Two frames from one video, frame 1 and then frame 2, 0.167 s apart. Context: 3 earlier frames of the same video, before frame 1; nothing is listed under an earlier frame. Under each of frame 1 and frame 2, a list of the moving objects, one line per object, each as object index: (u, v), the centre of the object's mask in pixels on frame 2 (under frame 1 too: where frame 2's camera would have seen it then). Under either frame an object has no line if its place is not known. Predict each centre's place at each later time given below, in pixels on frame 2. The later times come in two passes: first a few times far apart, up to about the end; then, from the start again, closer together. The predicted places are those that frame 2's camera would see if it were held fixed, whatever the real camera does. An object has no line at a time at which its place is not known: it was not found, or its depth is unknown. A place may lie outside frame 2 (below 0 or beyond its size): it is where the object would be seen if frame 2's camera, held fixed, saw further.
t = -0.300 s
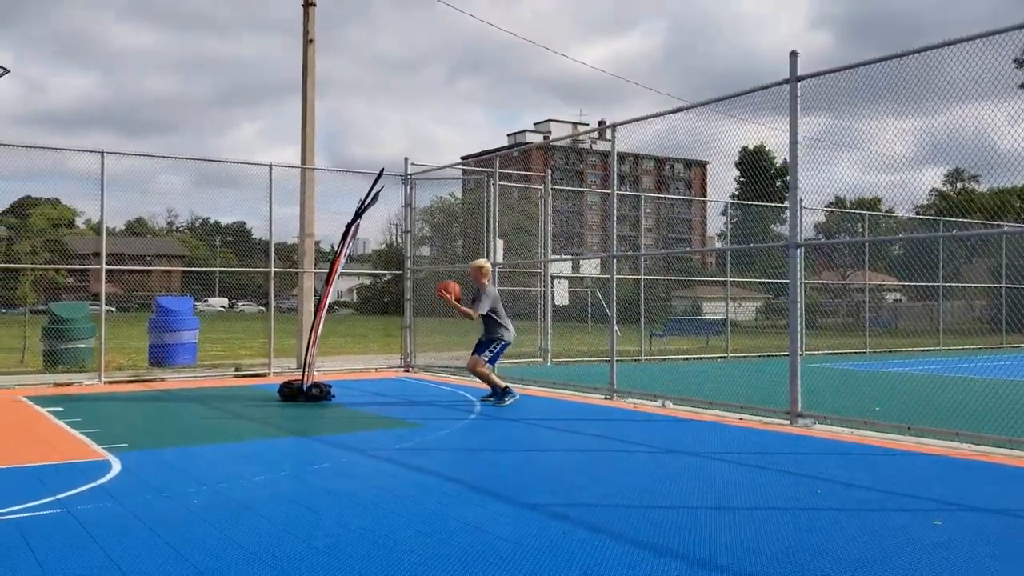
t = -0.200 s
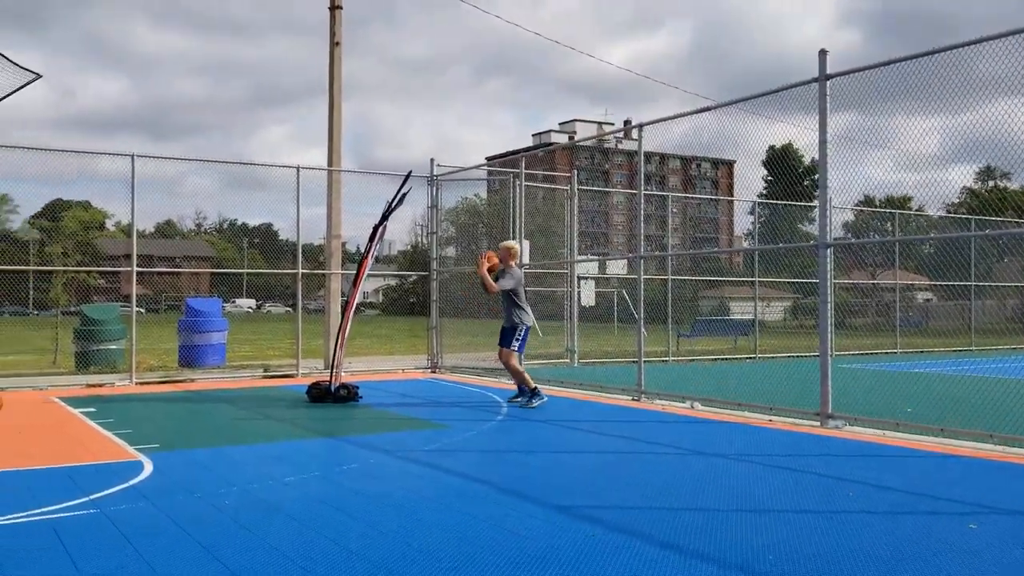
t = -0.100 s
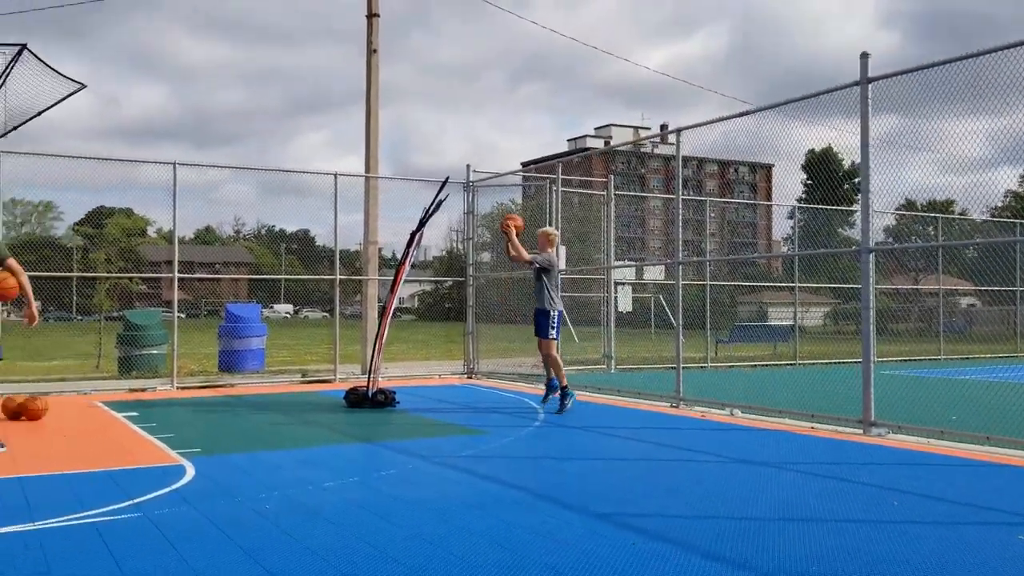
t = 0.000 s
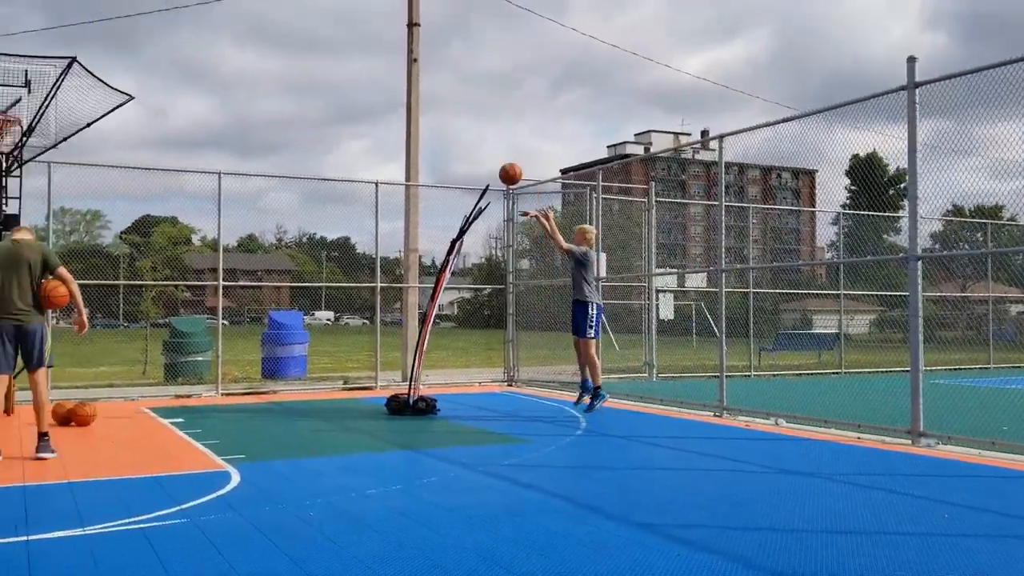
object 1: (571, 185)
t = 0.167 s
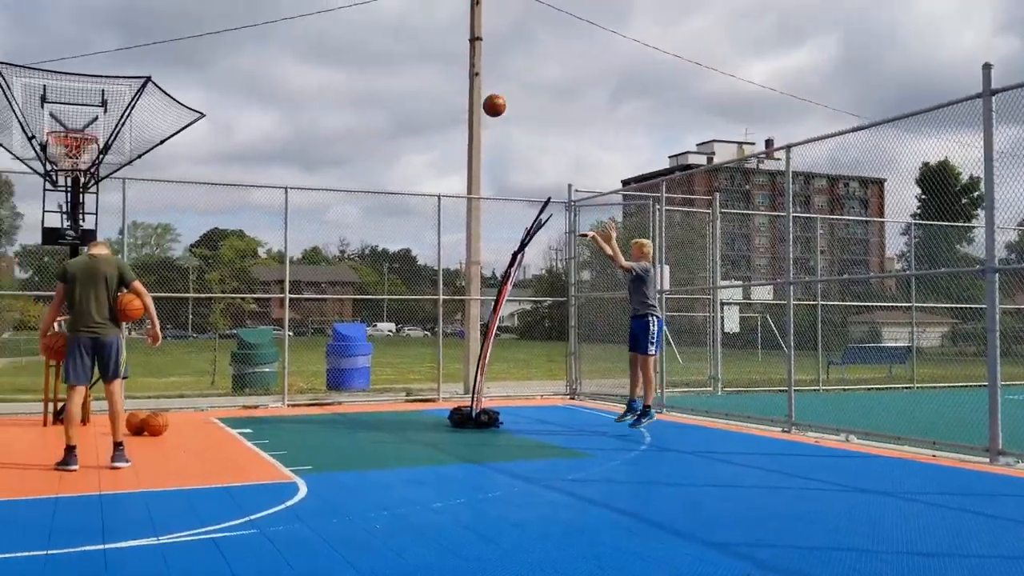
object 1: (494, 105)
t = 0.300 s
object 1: (434, 59)
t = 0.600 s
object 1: (301, 14)
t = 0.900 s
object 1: (168, 51)
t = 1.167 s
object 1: (51, 151)
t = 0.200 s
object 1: (479, 92)
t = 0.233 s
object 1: (464, 80)
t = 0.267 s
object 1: (449, 69)
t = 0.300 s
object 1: (434, 59)
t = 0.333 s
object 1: (419, 50)
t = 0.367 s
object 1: (405, 42)
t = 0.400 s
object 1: (390, 35)
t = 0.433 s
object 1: (375, 29)
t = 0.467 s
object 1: (360, 24)
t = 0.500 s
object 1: (345, 20)
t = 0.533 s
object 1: (331, 17)
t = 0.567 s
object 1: (316, 15)
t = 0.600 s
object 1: (301, 14)
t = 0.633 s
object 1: (286, 14)
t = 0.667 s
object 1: (272, 15)
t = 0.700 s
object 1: (257, 17)
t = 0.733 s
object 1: (242, 20)
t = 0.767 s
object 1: (227, 24)
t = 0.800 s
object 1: (213, 29)
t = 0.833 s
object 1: (197, 35)
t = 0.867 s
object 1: (183, 42)
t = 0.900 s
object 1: (168, 51)
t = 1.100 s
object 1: (79, 121)
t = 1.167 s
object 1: (51, 151)
